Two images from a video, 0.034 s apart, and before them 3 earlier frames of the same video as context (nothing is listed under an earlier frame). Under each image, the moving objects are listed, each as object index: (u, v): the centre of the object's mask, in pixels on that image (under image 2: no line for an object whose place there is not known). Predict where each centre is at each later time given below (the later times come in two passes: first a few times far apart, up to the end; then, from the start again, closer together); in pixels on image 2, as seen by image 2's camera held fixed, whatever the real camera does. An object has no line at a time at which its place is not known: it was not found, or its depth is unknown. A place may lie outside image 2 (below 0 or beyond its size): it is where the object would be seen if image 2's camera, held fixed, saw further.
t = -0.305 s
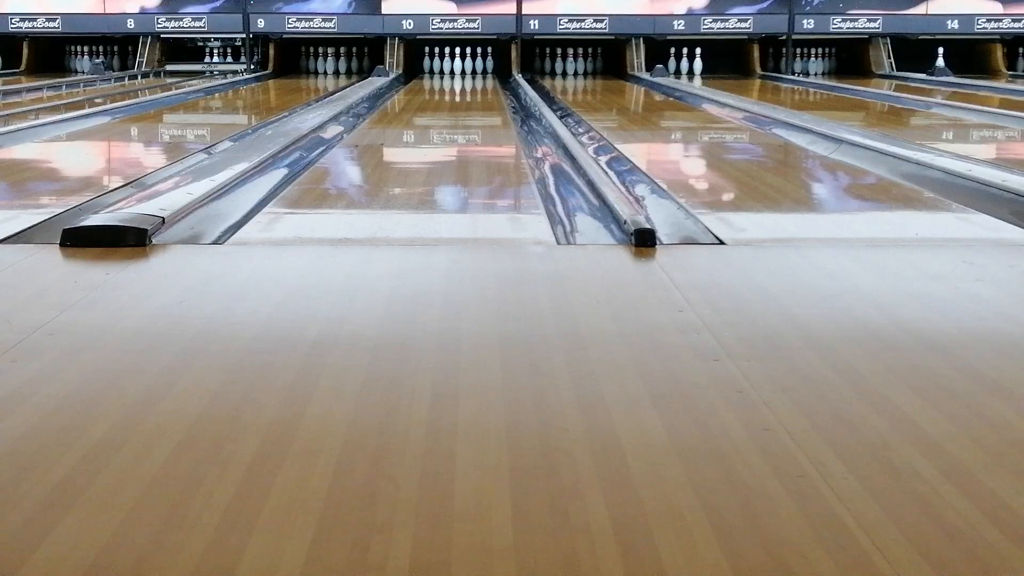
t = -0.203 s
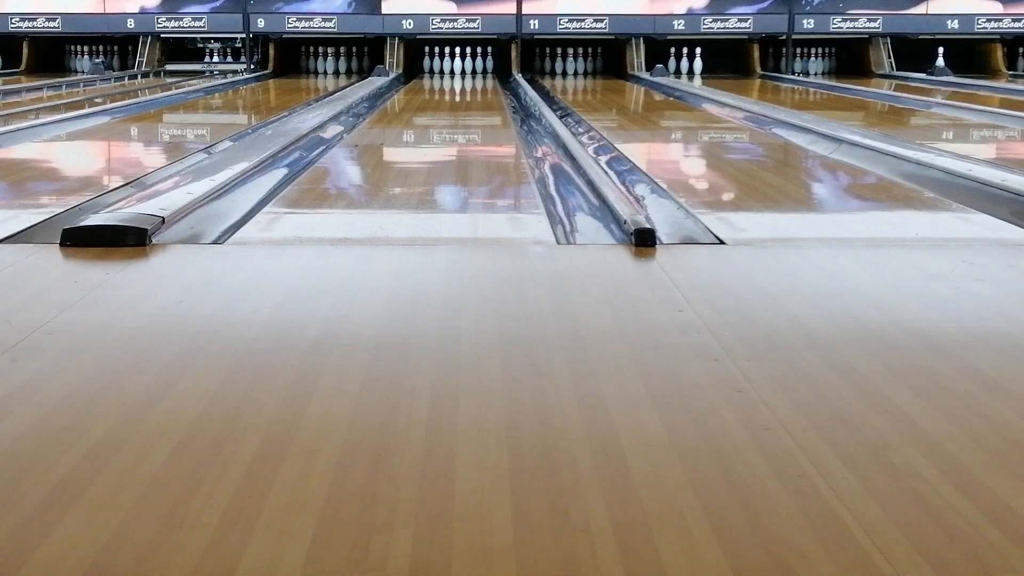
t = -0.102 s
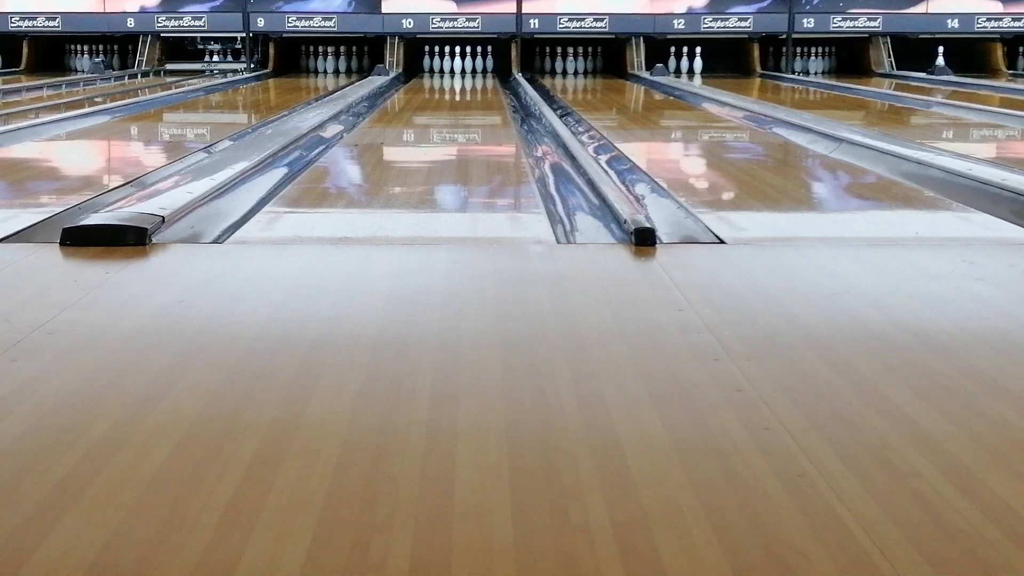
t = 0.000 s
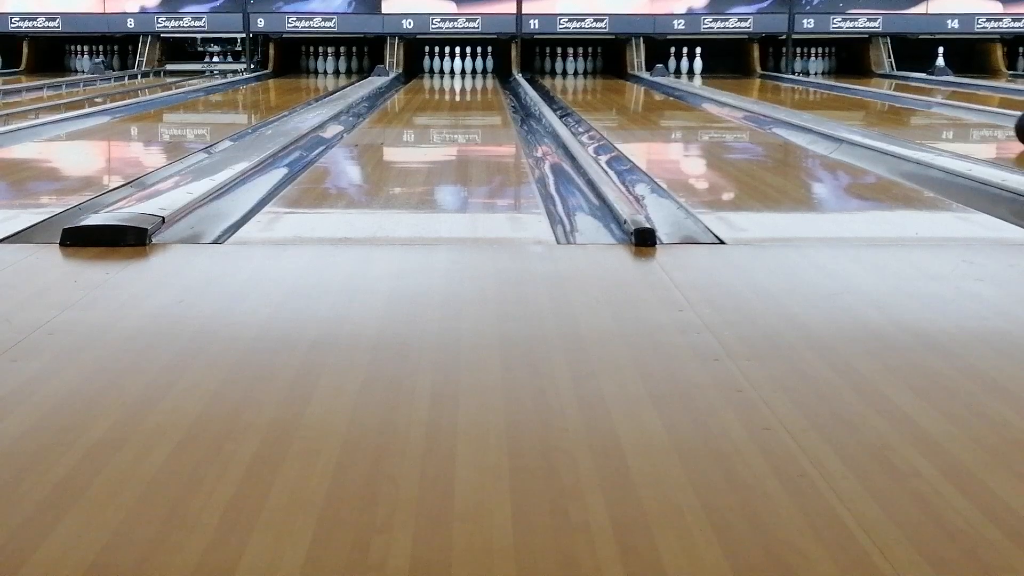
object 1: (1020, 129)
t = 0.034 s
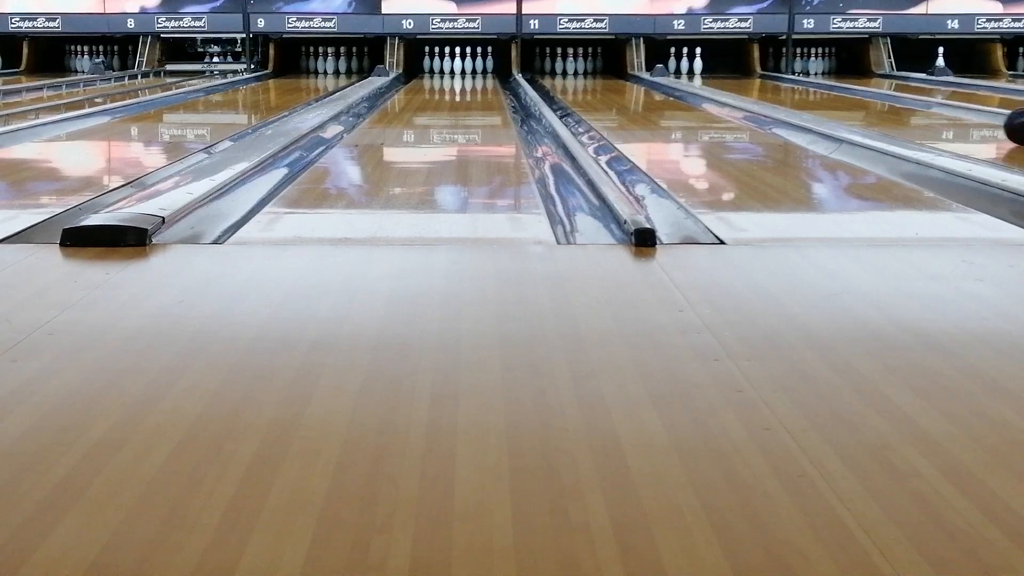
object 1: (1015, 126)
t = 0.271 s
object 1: (956, 113)
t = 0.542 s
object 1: (897, 102)
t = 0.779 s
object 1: (857, 94)
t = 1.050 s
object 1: (821, 87)
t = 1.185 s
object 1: (805, 85)
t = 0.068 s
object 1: (1010, 124)
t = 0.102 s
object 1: (1002, 122)
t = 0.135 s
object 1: (992, 120)
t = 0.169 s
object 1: (982, 118)
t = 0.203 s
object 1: (973, 117)
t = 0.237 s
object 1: (964, 115)
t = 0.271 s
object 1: (956, 113)
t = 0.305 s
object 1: (947, 112)
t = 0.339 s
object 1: (939, 110)
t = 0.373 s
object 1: (932, 109)
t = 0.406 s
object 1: (924, 107)
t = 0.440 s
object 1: (917, 106)
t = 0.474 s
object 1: (910, 105)
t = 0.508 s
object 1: (903, 104)
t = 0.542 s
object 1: (897, 102)
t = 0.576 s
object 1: (891, 101)
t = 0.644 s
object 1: (879, 99)
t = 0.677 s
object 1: (873, 98)
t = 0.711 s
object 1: (868, 97)
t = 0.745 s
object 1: (863, 95)
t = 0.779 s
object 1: (857, 94)
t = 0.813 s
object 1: (853, 94)
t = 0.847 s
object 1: (848, 93)
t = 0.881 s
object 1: (843, 92)
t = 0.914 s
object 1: (838, 91)
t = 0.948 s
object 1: (834, 90)
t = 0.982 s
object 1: (829, 89)
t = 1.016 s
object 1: (825, 88)
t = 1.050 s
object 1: (821, 87)
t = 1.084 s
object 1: (817, 87)
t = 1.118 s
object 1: (813, 86)
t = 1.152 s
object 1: (809, 85)
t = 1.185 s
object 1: (805, 85)
